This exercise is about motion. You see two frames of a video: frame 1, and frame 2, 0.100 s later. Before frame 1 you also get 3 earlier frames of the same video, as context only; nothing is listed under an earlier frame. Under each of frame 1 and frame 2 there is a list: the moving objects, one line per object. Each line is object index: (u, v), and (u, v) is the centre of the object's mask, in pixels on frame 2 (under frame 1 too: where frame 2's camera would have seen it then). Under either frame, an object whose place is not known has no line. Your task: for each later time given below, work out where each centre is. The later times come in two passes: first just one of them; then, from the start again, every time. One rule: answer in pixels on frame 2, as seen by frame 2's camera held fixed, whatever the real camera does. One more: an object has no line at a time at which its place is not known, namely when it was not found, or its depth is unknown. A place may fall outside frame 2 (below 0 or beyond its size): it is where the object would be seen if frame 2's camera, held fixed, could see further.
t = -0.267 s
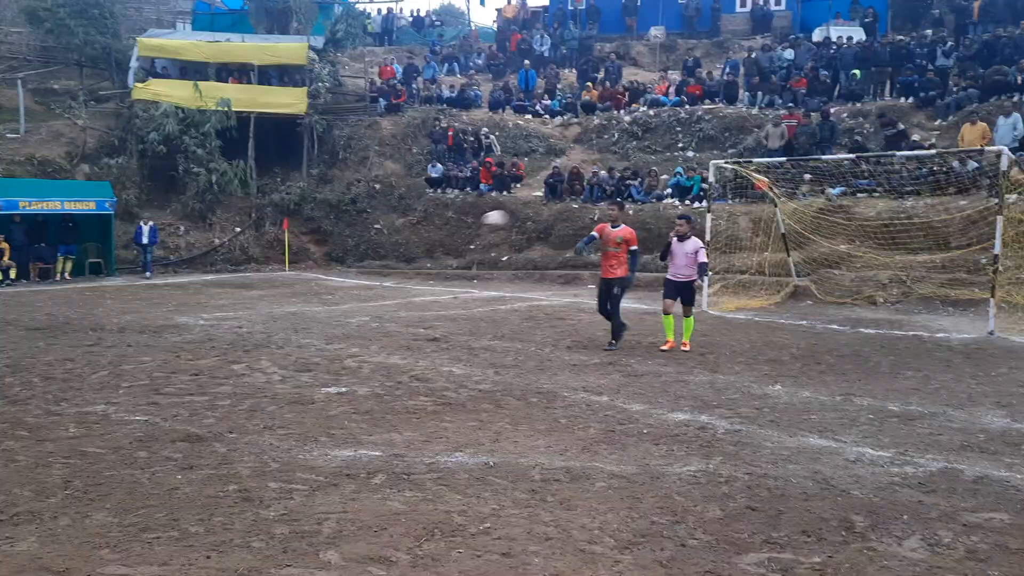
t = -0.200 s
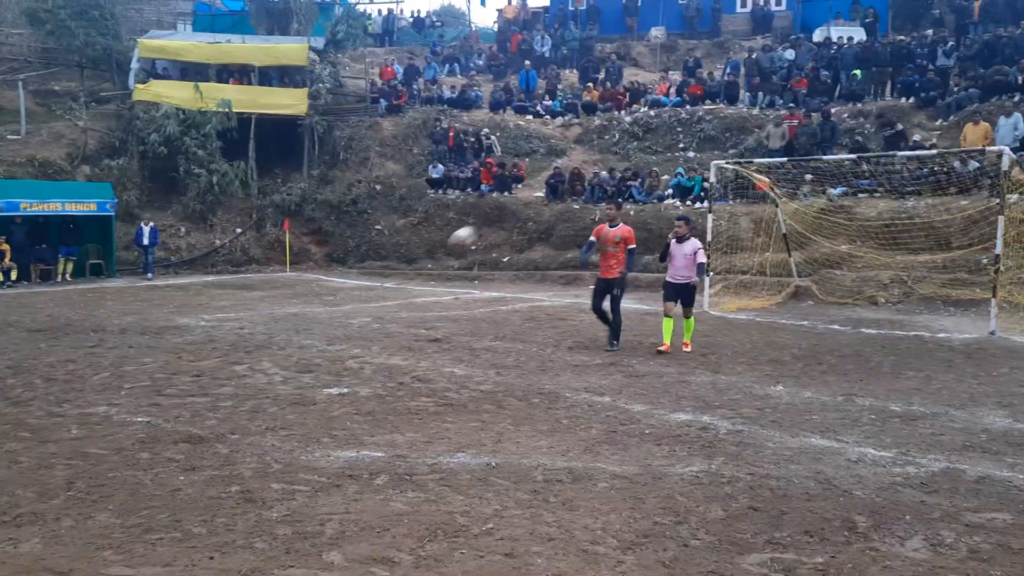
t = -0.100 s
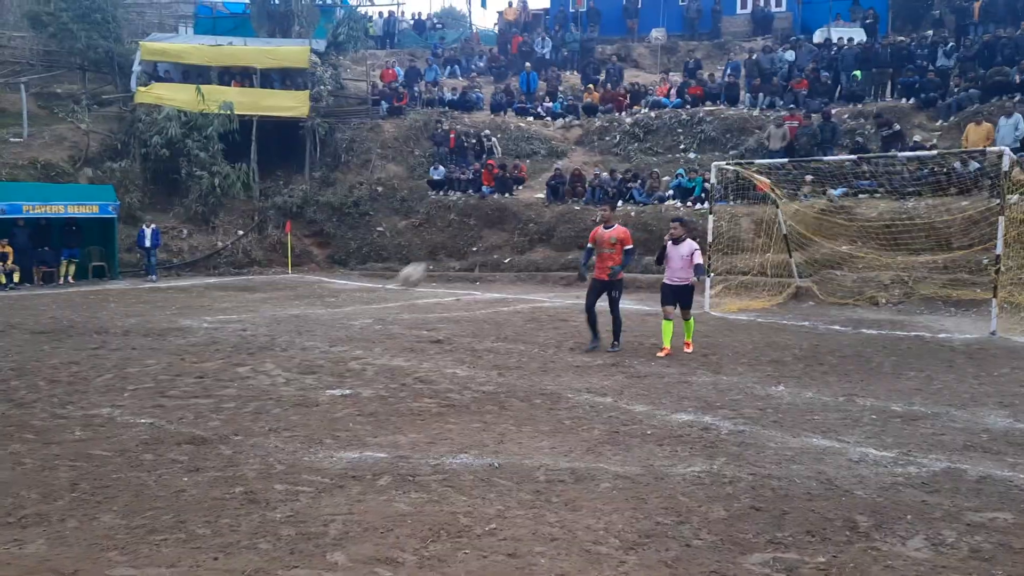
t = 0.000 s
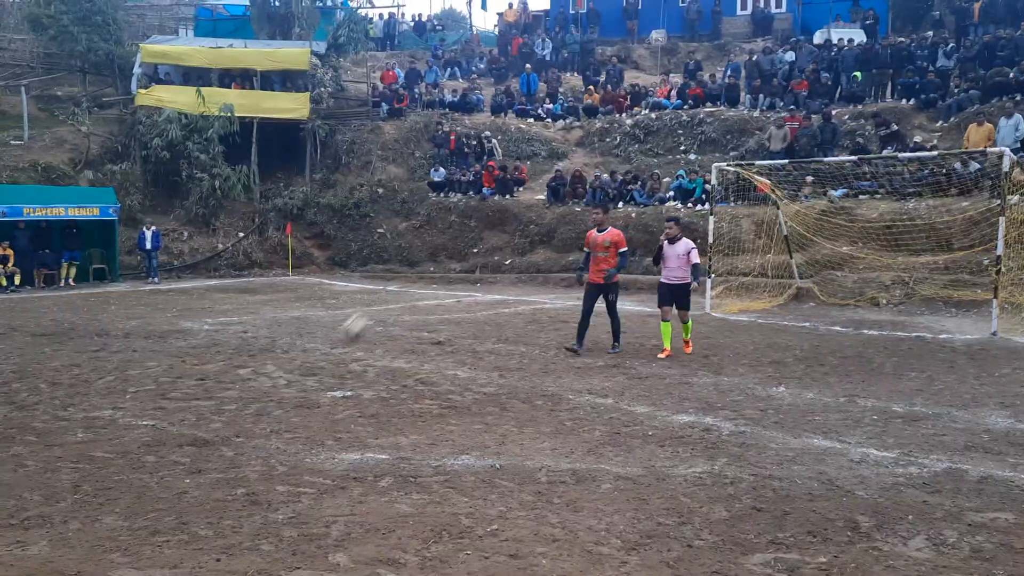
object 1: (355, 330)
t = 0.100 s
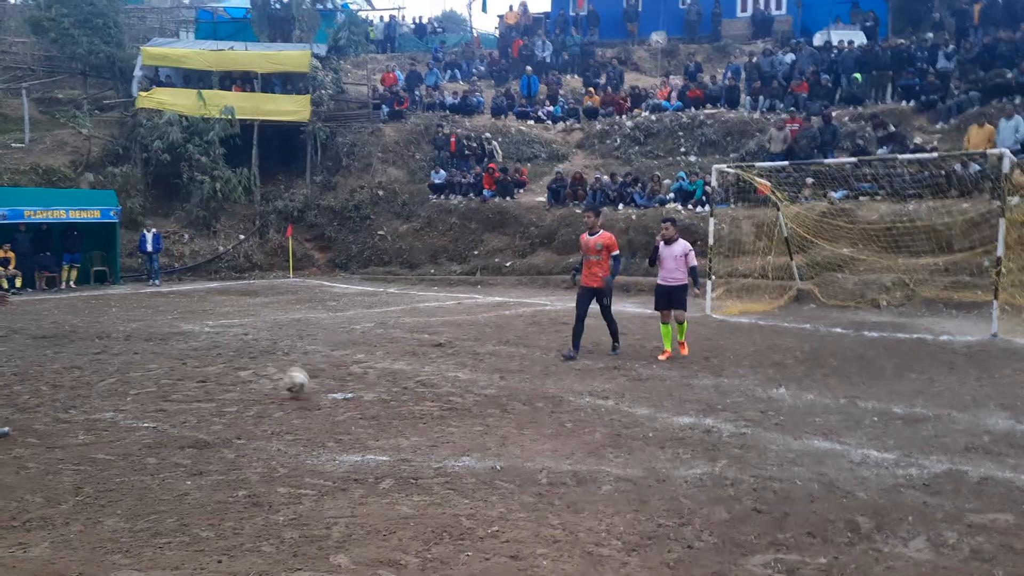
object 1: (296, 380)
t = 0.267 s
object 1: (253, 329)
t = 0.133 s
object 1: (288, 369)
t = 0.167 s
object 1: (280, 357)
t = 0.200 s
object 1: (271, 347)
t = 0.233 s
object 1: (262, 337)
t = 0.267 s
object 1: (253, 329)
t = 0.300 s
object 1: (244, 322)
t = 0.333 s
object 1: (234, 317)
